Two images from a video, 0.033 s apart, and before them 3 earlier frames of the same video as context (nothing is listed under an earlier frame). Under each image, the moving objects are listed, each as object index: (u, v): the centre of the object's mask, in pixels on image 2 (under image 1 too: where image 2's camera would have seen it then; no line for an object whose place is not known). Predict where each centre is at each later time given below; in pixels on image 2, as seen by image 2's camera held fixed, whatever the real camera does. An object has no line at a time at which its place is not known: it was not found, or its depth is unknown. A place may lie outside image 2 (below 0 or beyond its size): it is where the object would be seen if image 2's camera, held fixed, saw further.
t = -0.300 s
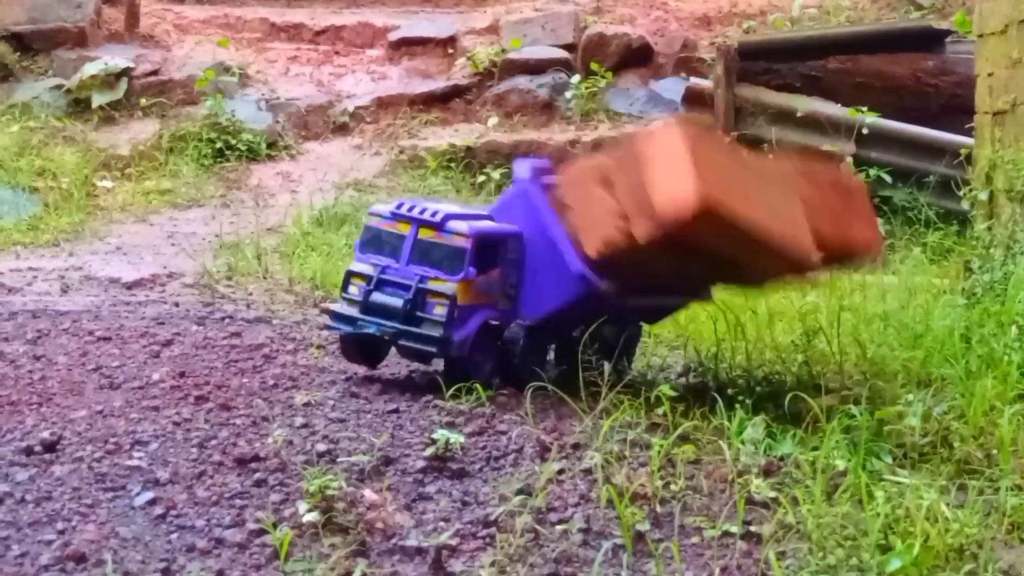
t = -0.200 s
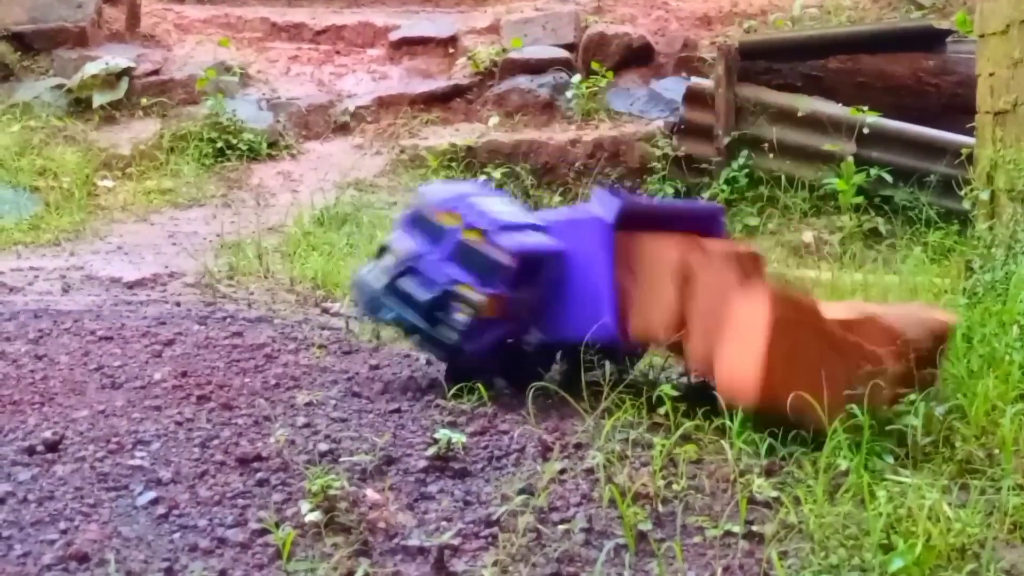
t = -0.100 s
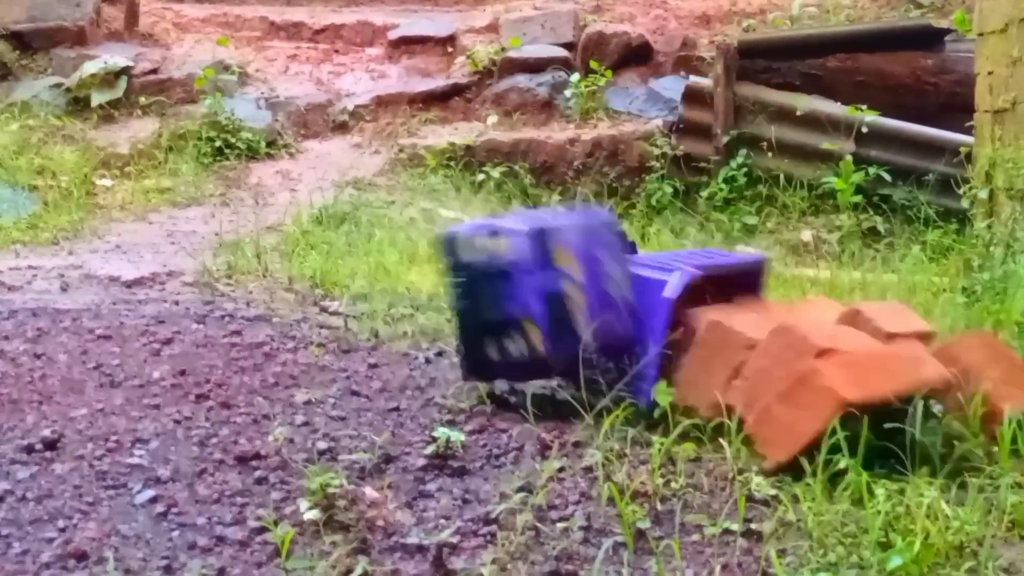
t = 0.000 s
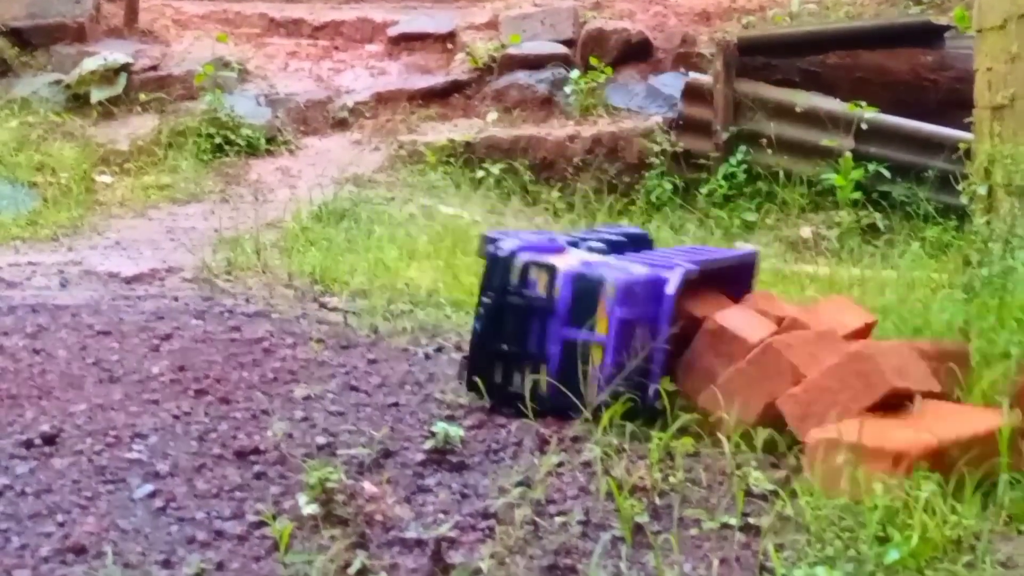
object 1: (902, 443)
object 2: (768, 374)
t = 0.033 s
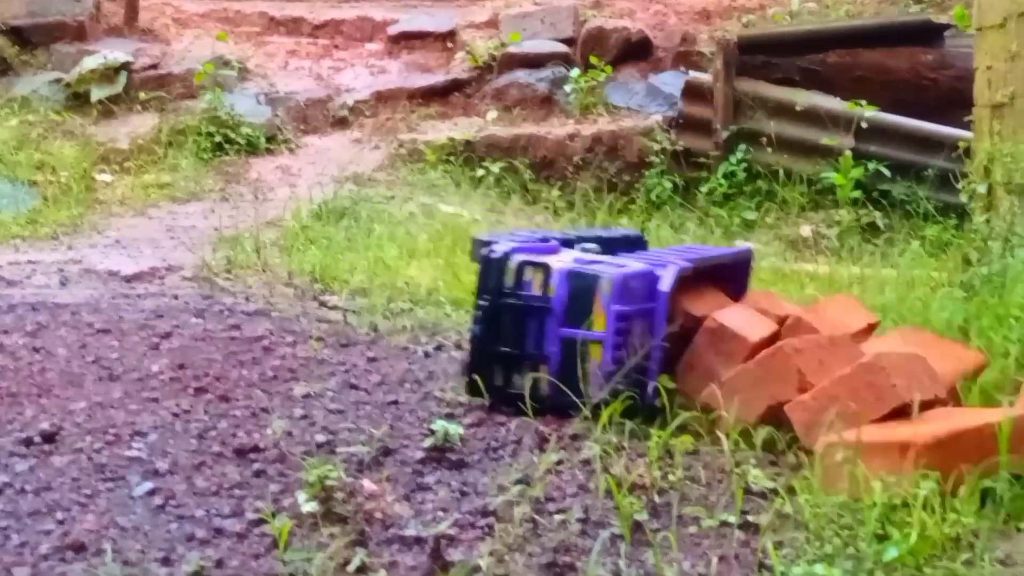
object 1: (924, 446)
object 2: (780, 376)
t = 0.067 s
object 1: (941, 444)
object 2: (786, 376)
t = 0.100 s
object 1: (931, 445)
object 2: (786, 377)
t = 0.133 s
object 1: (932, 445)
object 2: (787, 378)
